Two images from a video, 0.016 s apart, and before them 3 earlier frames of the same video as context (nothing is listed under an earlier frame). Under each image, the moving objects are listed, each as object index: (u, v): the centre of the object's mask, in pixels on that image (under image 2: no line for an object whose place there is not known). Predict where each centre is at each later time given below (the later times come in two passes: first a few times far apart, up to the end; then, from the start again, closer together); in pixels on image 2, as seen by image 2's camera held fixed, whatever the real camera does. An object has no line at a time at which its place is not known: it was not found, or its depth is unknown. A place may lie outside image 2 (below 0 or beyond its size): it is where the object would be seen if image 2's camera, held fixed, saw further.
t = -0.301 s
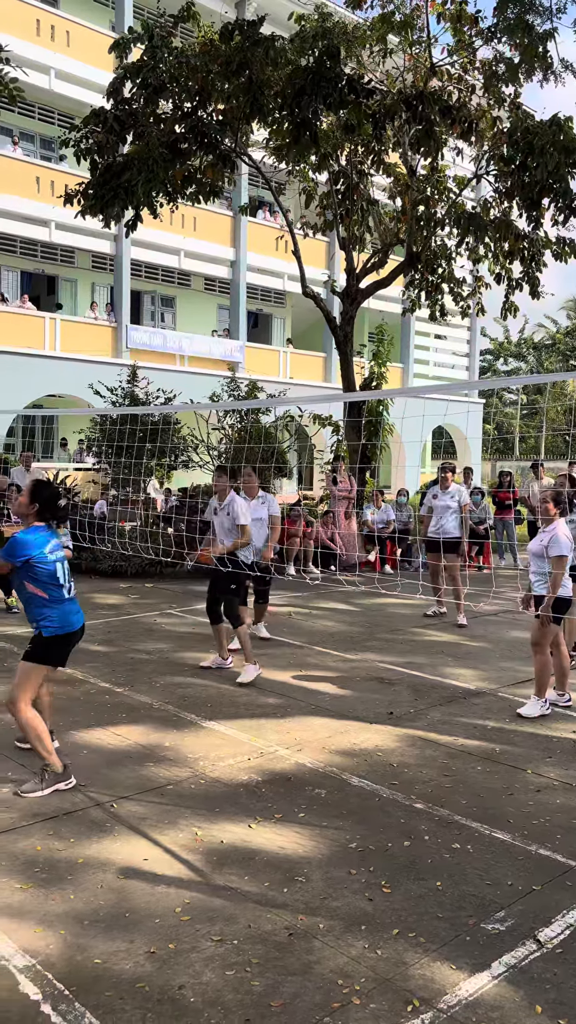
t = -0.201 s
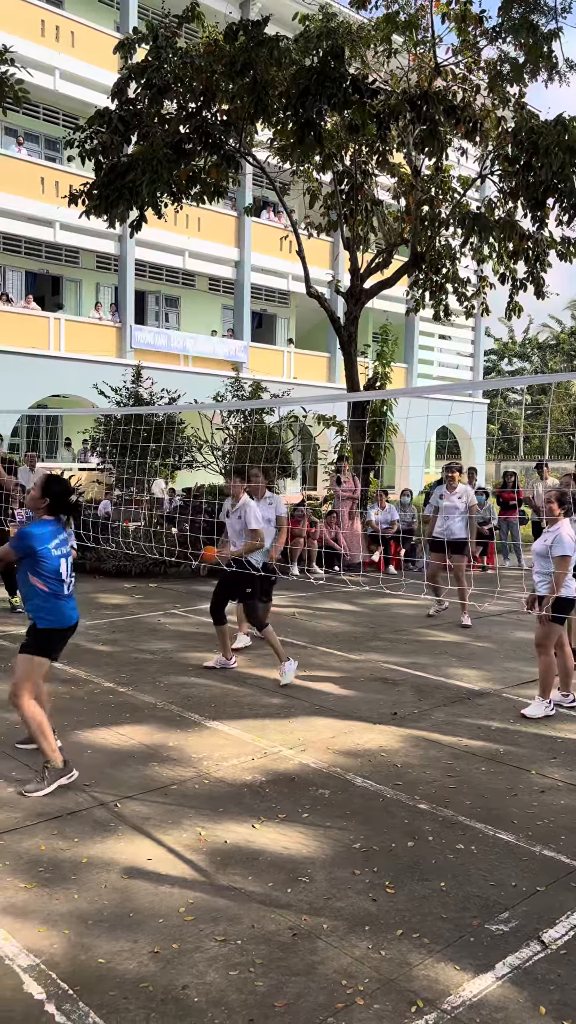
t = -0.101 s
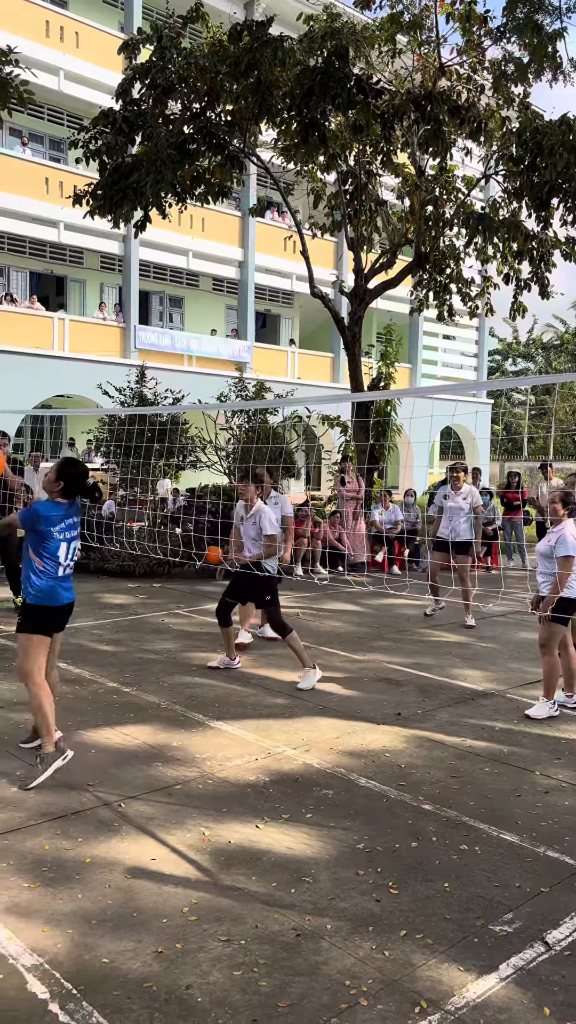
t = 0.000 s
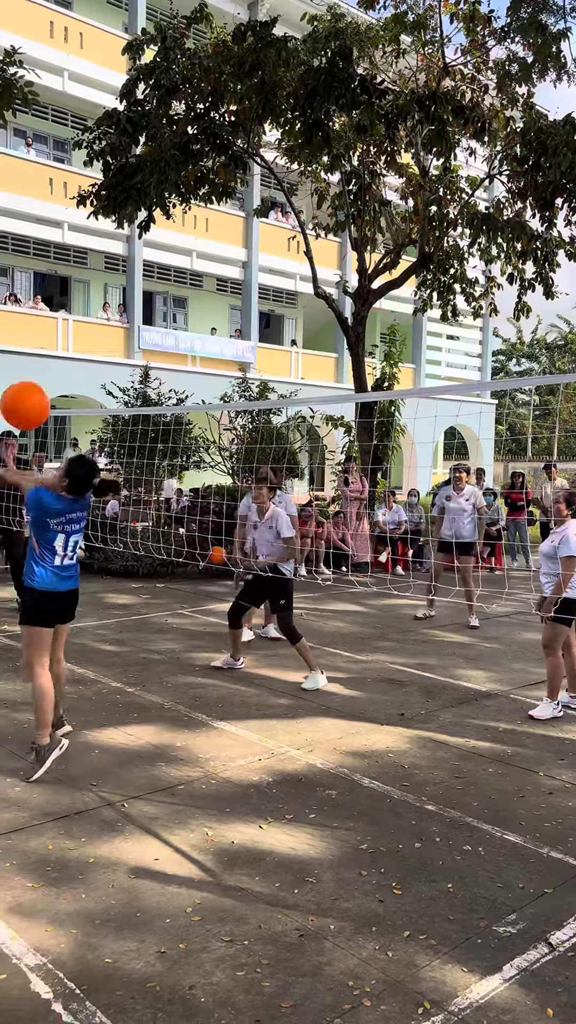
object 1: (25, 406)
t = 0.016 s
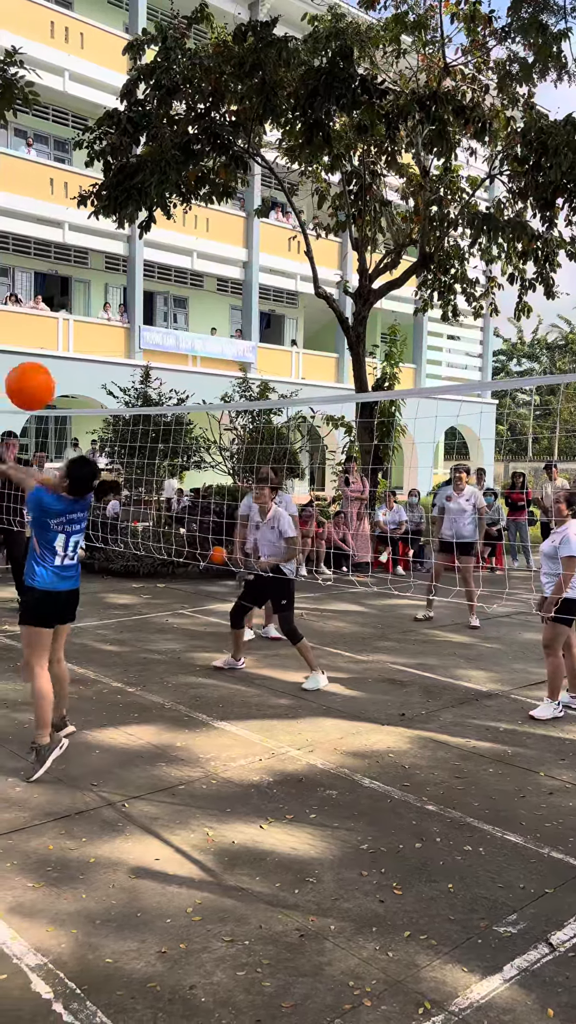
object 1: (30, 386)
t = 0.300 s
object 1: (95, 138)
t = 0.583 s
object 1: (147, 43)
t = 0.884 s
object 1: (194, 101)
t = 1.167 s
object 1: (229, 289)
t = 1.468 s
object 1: (260, 592)
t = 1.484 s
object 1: (261, 612)
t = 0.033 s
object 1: (34, 367)
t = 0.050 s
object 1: (39, 349)
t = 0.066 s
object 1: (43, 331)
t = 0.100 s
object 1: (51, 297)
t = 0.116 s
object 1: (56, 280)
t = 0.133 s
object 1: (60, 265)
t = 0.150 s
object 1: (64, 249)
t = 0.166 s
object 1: (67, 235)
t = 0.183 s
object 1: (71, 221)
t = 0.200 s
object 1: (75, 207)
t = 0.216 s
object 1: (79, 194)
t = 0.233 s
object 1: (82, 182)
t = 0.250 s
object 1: (85, 171)
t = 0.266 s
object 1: (89, 159)
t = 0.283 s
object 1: (92, 148)
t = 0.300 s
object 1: (95, 138)
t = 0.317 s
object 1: (98, 129)
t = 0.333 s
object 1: (101, 119)
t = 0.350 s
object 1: (104, 110)
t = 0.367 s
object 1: (107, 102)
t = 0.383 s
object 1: (110, 95)
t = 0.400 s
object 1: (113, 87)
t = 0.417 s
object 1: (116, 80)
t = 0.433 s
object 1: (119, 74)
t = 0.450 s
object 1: (122, 69)
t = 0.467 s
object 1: (125, 64)
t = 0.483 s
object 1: (128, 59)
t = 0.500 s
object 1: (132, 55)
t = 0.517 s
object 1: (135, 51)
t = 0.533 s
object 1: (138, 48)
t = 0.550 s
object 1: (141, 46)
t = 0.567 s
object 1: (144, 44)
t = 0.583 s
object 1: (147, 43)
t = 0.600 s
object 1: (150, 42)
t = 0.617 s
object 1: (153, 41)
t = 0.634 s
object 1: (155, 42)
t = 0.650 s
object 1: (158, 42)
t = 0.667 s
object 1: (161, 43)
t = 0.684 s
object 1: (164, 45)
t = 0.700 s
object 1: (167, 47)
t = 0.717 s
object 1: (169, 50)
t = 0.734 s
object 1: (172, 53)
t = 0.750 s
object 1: (174, 56)
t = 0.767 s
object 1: (177, 60)
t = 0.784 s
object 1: (180, 65)
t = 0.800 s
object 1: (182, 70)
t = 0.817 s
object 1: (185, 76)
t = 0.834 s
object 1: (187, 81)
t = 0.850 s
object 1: (190, 88)
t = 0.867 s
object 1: (192, 95)
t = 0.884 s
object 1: (194, 101)
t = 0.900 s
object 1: (196, 109)
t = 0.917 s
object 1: (199, 117)
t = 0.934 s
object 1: (201, 126)
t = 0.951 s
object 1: (203, 134)
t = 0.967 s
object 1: (205, 144)
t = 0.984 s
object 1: (207, 153)
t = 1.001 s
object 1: (210, 164)
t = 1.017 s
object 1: (212, 174)
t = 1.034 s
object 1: (214, 185)
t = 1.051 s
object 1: (216, 196)
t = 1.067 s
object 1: (218, 208)
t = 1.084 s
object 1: (220, 221)
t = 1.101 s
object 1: (222, 234)
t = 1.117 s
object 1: (224, 247)
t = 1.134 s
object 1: (226, 260)
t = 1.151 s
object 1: (228, 274)
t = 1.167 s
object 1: (229, 289)
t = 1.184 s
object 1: (231, 303)
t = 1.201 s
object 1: (233, 318)
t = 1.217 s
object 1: (235, 333)
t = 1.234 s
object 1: (237, 349)
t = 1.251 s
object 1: (239, 364)
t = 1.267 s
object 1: (241, 380)
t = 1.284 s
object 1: (242, 397)
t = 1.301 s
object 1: (244, 413)
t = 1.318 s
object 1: (246, 430)
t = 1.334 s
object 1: (247, 447)
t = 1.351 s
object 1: (249, 464)
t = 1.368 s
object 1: (251, 481)
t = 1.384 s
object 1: (252, 499)
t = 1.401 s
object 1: (253, 517)
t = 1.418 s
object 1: (255, 535)
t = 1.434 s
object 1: (257, 554)
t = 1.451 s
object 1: (258, 574)
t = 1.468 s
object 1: (260, 592)
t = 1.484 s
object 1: (261, 612)
